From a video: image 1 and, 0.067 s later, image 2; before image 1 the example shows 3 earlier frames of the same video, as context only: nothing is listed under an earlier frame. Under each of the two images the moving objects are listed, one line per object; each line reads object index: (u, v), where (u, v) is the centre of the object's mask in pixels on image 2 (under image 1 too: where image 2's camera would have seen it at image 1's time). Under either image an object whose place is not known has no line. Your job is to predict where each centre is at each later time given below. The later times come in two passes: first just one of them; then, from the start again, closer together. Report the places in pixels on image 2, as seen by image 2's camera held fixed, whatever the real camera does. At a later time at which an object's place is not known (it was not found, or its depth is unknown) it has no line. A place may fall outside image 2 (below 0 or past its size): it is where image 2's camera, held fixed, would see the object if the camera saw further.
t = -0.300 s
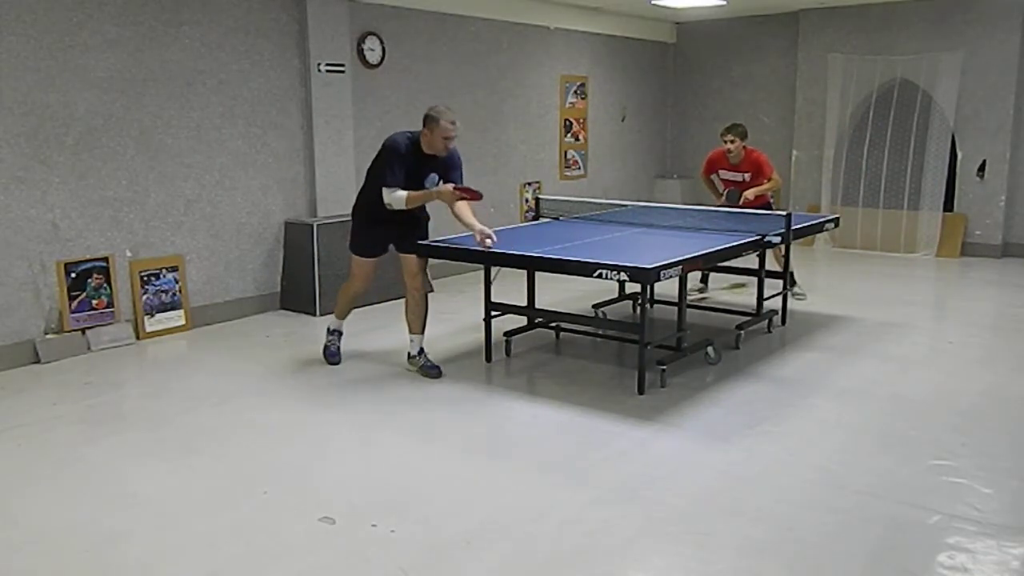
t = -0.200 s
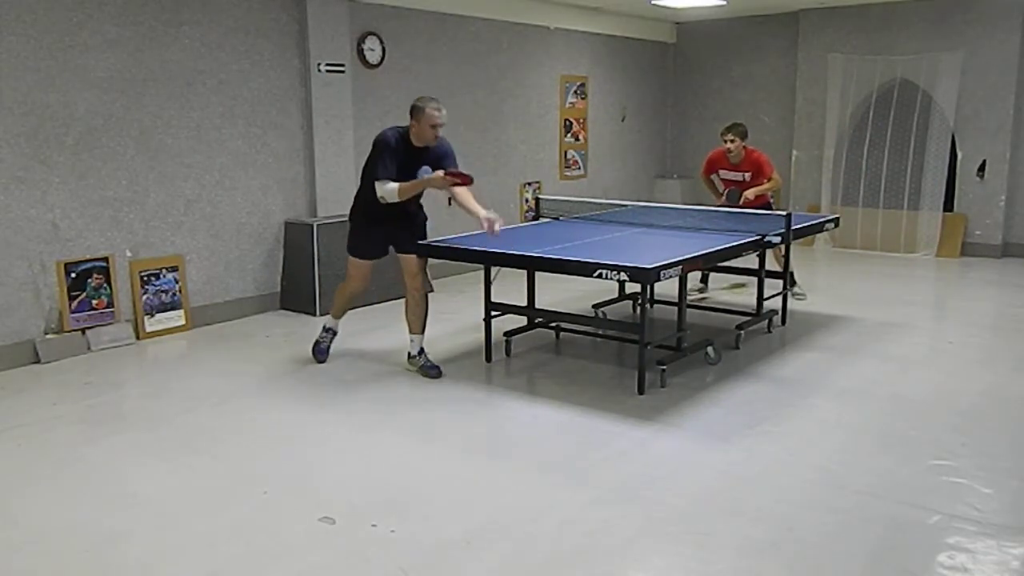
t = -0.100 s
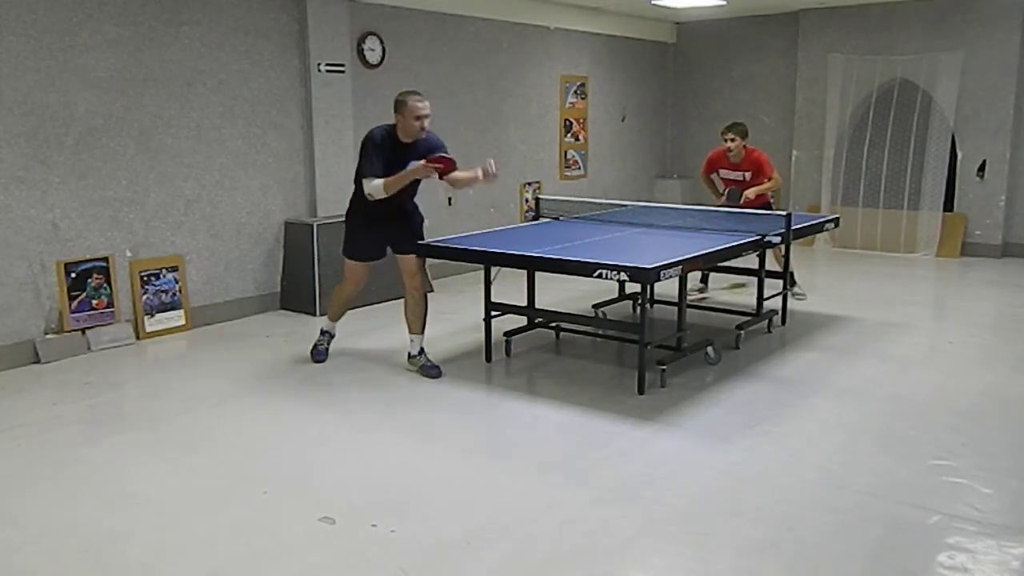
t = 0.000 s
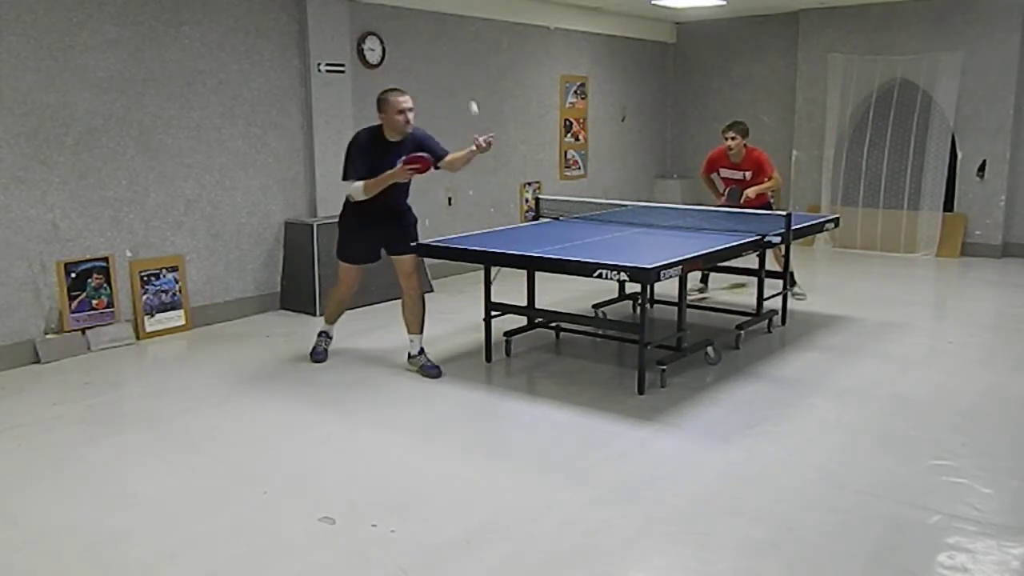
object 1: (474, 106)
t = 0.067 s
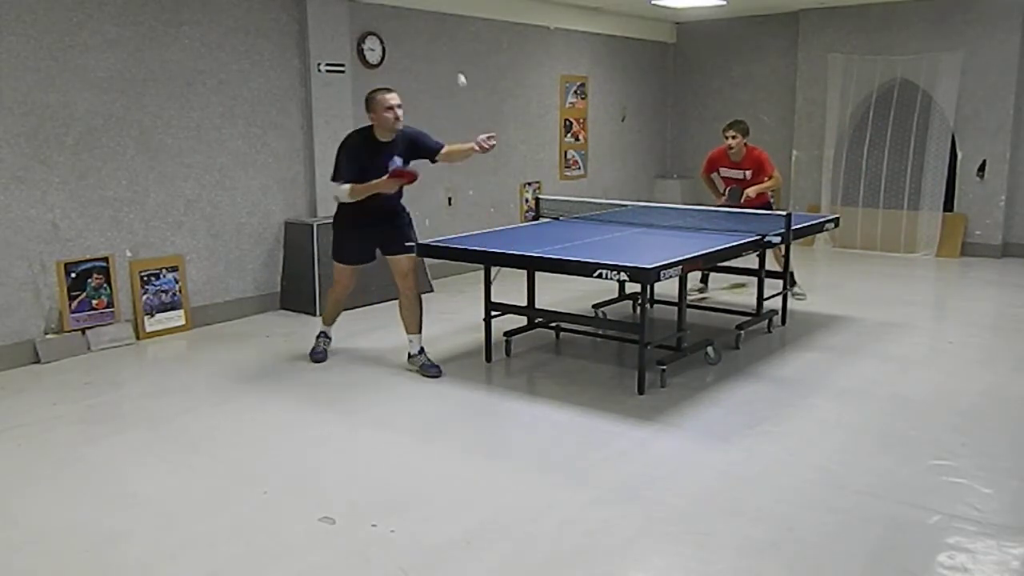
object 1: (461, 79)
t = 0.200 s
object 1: (438, 50)
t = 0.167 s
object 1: (443, 54)
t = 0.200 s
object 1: (438, 50)
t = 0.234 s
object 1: (432, 48)
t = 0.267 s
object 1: (427, 48)
